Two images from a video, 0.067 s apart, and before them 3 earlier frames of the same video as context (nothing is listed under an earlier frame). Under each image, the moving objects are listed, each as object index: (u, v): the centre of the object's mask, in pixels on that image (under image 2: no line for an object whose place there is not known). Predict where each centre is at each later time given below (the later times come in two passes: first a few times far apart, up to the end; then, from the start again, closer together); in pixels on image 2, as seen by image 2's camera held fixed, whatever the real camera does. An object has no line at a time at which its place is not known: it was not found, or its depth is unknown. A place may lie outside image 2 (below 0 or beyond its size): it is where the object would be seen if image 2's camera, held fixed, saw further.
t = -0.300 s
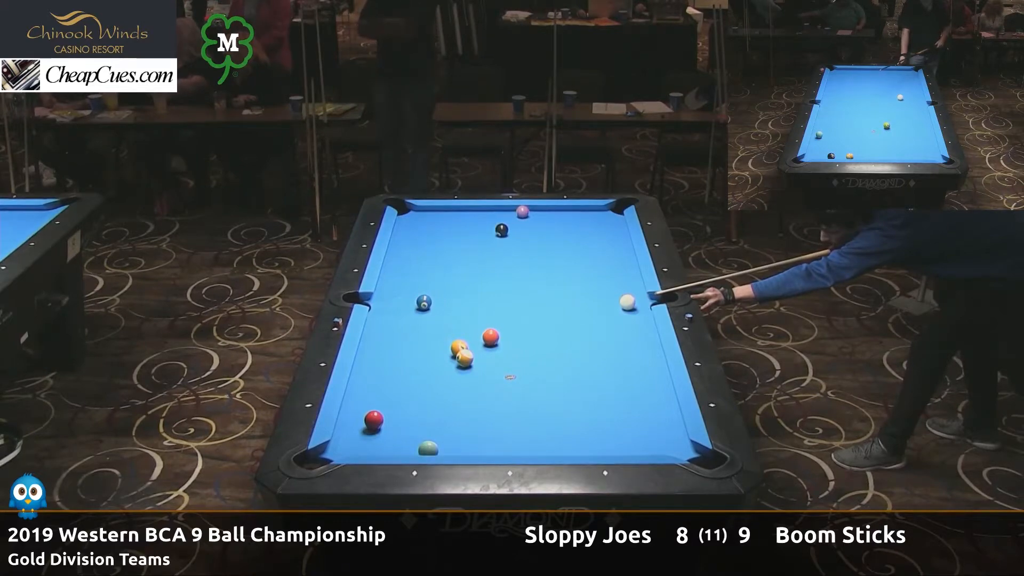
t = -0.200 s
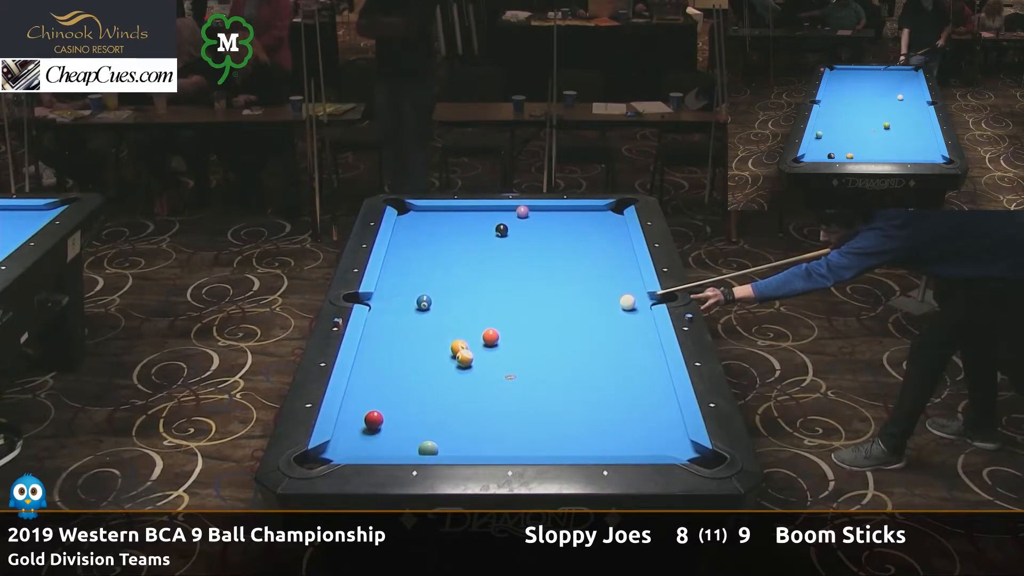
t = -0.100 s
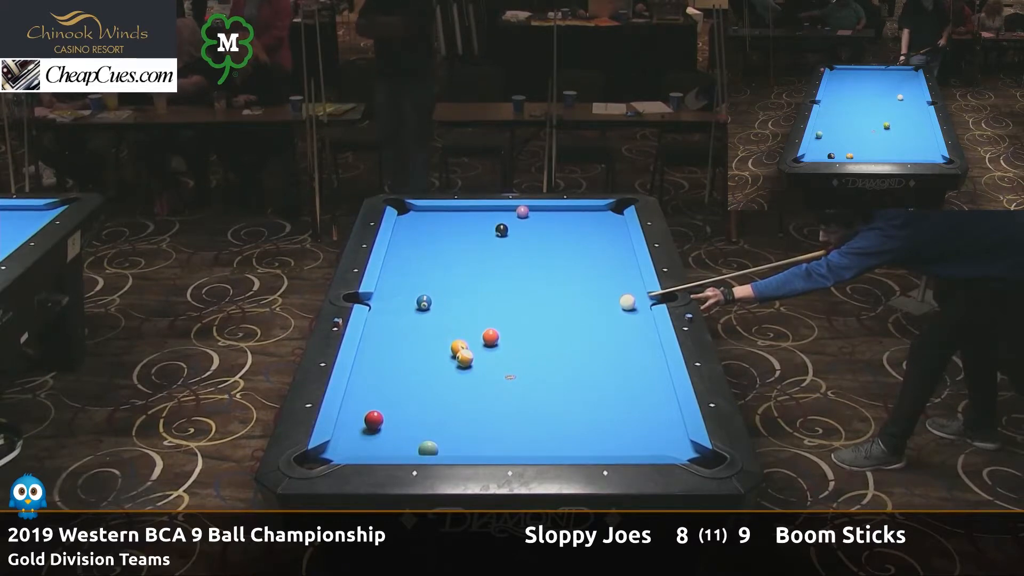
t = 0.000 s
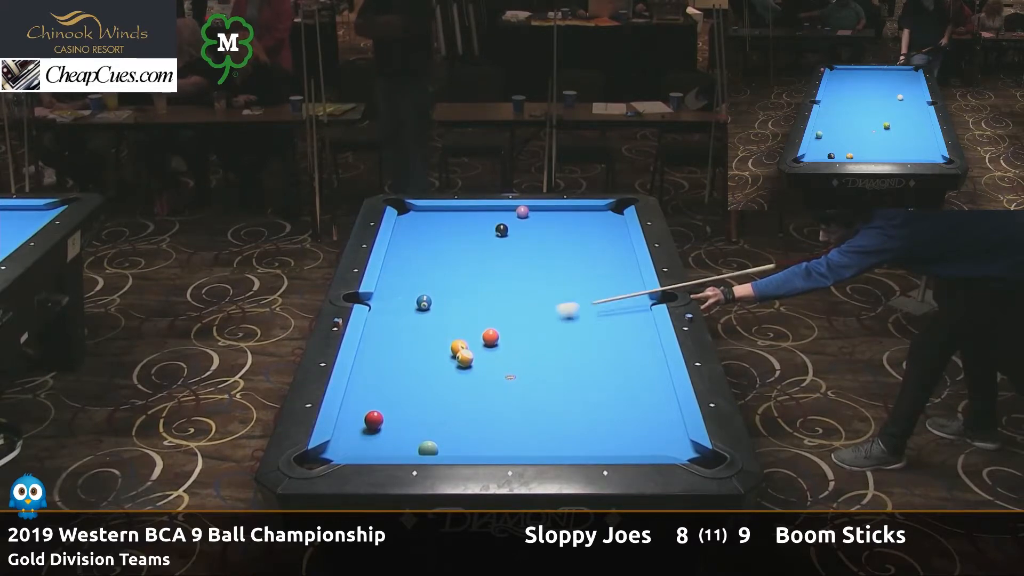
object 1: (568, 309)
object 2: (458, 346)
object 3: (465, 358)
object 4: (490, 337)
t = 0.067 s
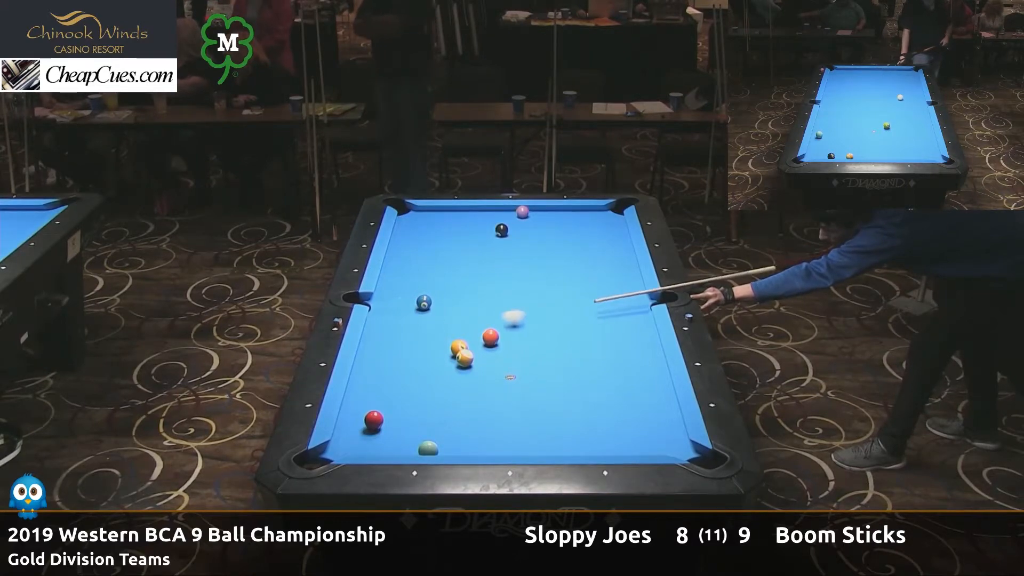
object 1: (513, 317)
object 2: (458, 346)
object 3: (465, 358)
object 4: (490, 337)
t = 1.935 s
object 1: (527, 384)
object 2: (570, 355)
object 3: (586, 406)
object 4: (609, 278)
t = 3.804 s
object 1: (627, 293)
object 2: (619, 358)
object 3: (396, 440)
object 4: (591, 248)
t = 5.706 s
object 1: (605, 262)
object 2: (619, 358)
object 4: (580, 243)
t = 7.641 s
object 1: (599, 257)
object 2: (619, 358)
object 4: (580, 243)
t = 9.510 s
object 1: (598, 257)
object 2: (619, 358)
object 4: (580, 243)
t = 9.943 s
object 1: (599, 257)
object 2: (619, 358)
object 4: (580, 243)
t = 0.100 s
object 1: (486, 320)
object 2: (458, 346)
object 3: (465, 358)
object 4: (490, 337)
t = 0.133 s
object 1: (459, 325)
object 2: (458, 346)
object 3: (465, 358)
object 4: (490, 337)
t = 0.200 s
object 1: (402, 334)
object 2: (458, 346)
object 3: (464, 358)
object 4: (490, 337)
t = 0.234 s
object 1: (374, 337)
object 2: (458, 346)
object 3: (465, 358)
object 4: (490, 337)
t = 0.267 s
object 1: (380, 341)
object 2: (458, 346)
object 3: (465, 358)
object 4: (490, 337)
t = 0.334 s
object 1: (418, 347)
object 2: (458, 346)
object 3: (465, 358)
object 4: (490, 337)
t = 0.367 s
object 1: (436, 351)
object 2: (458, 346)
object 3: (465, 358)
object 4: (490, 337)
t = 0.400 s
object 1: (447, 356)
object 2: (464, 344)
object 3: (465, 358)
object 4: (490, 337)
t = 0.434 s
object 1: (445, 360)
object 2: (472, 343)
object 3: (475, 359)
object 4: (490, 337)
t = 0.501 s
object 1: (443, 369)
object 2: (482, 344)
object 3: (492, 362)
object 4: (496, 334)
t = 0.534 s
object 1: (443, 373)
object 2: (484, 344)
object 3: (500, 363)
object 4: (500, 332)
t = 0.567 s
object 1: (444, 377)
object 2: (487, 344)
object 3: (507, 365)
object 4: (503, 330)
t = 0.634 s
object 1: (445, 386)
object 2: (492, 345)
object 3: (522, 368)
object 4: (509, 327)
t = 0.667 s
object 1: (445, 390)
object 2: (494, 346)
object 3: (529, 368)
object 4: (513, 325)
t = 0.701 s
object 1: (446, 394)
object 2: (497, 346)
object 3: (537, 370)
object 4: (516, 324)
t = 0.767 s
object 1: (447, 404)
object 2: (501, 347)
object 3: (551, 373)
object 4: (522, 321)
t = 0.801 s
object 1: (448, 408)
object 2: (504, 347)
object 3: (558, 373)
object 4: (525, 319)
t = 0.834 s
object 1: (448, 413)
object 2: (506, 347)
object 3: (566, 374)
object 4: (528, 318)
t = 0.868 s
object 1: (449, 418)
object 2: (508, 348)
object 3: (574, 376)
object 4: (530, 316)
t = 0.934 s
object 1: (450, 427)
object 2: (513, 348)
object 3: (588, 378)
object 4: (536, 313)
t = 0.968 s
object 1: (451, 432)
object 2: (515, 349)
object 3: (596, 379)
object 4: (539, 312)
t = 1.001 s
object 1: (451, 437)
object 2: (517, 349)
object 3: (603, 380)
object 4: (542, 310)
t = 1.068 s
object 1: (453, 446)
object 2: (522, 350)
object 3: (618, 383)
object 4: (548, 308)
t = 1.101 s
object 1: (453, 449)
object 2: (524, 350)
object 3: (625, 384)
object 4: (550, 306)
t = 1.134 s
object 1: (457, 448)
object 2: (526, 350)
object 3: (633, 385)
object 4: (553, 305)
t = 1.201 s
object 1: (463, 443)
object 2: (530, 350)
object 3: (647, 387)
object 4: (558, 302)
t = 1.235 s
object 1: (467, 440)
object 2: (532, 351)
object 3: (655, 388)
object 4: (561, 301)
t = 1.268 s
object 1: (470, 437)
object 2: (535, 351)
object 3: (662, 390)
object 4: (563, 300)
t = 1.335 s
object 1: (476, 431)
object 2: (538, 351)
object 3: (659, 392)
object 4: (568, 297)
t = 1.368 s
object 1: (479, 428)
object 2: (540, 352)
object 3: (655, 393)
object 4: (571, 296)
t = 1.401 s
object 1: (483, 426)
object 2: (542, 352)
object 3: (651, 393)
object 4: (573, 295)
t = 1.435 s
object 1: (486, 423)
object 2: (544, 352)
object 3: (646, 394)
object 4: (576, 294)
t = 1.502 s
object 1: (492, 417)
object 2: (548, 353)
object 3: (638, 395)
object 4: (580, 291)
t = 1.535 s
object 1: (495, 414)
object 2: (550, 353)
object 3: (634, 397)
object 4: (583, 290)
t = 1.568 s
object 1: (497, 412)
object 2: (552, 353)
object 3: (630, 397)
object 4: (585, 289)
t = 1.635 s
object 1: (503, 406)
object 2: (555, 353)
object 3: (622, 399)
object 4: (589, 287)
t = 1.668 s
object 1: (506, 403)
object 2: (557, 353)
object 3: (618, 400)
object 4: (592, 286)
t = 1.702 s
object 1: (509, 401)
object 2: (559, 354)
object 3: (614, 400)
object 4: (594, 285)
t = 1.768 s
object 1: (514, 396)
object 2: (562, 354)
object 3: (606, 402)
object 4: (598, 282)
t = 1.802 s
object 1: (516, 393)
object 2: (564, 354)
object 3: (602, 403)
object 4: (600, 281)
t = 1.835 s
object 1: (519, 391)
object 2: (566, 354)
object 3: (598, 404)
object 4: (602, 280)
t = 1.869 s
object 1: (522, 389)
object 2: (567, 355)
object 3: (594, 404)
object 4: (605, 280)
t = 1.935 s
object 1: (527, 384)
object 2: (570, 355)
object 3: (586, 406)
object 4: (609, 278)
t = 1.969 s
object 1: (529, 382)
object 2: (572, 355)
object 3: (582, 406)
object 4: (611, 276)
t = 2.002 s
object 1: (532, 380)
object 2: (574, 355)
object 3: (578, 407)
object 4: (613, 275)
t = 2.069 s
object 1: (537, 375)
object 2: (577, 355)
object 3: (570, 409)
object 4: (616, 273)
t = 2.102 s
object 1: (539, 373)
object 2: (578, 355)
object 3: (566, 410)
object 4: (619, 273)
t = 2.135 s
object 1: (541, 371)
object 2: (579, 355)
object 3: (562, 411)
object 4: (620, 272)
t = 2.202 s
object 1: (546, 367)
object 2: (582, 356)
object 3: (555, 412)
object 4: (624, 270)
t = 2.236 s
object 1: (548, 364)
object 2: (584, 356)
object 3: (551, 413)
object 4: (626, 269)
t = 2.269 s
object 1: (550, 362)
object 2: (585, 356)
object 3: (547, 414)
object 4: (628, 268)
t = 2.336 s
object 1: (554, 359)
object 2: (588, 356)
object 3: (540, 415)
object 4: (632, 266)
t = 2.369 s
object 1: (556, 357)
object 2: (589, 356)
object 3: (536, 416)
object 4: (631, 266)
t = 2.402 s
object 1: (559, 355)
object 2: (590, 357)
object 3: (532, 416)
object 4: (629, 265)
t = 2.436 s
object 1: (560, 353)
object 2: (591, 356)
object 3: (529, 417)
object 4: (628, 265)
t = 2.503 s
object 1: (564, 349)
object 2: (594, 357)
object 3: (521, 418)
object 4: (626, 264)
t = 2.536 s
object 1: (567, 347)
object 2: (595, 357)
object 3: (518, 419)
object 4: (625, 263)
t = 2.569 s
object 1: (568, 345)
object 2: (596, 357)
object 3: (514, 420)
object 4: (623, 263)
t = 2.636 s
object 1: (572, 342)
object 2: (598, 357)
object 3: (507, 421)
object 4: (621, 262)
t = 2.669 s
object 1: (574, 340)
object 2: (599, 357)
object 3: (503, 422)
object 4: (620, 261)
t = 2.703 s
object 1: (576, 339)
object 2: (600, 357)
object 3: (500, 422)
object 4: (619, 260)
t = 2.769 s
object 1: (579, 335)
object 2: (602, 357)
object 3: (493, 423)
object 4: (616, 260)
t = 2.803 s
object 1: (581, 334)
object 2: (603, 357)
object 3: (489, 424)
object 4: (616, 259)
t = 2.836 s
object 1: (583, 332)
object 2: (604, 358)
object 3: (486, 425)
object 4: (614, 259)
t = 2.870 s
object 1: (585, 330)
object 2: (605, 358)
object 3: (483, 425)
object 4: (613, 258)
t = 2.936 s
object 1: (588, 327)
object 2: (606, 358)
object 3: (476, 427)
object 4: (611, 257)
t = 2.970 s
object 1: (590, 326)
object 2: (607, 358)
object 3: (472, 427)
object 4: (610, 257)
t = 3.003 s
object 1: (592, 324)
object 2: (608, 358)
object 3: (469, 428)
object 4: (609, 256)
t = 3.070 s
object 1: (595, 322)
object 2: (609, 358)
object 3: (462, 429)
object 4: (608, 255)
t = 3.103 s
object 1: (597, 320)
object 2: (610, 358)
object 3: (459, 429)
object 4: (607, 255)
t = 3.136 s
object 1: (598, 318)
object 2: (611, 358)
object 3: (456, 430)
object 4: (606, 255)
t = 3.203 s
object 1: (602, 316)
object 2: (612, 358)
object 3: (450, 431)
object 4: (604, 254)
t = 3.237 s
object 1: (603, 314)
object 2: (612, 358)
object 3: (446, 432)
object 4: (603, 254)
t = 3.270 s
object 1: (605, 313)
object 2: (613, 358)
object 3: (443, 432)
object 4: (602, 253)
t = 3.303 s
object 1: (606, 311)
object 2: (614, 358)
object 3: (440, 433)
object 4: (602, 253)
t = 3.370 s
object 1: (609, 309)
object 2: (615, 358)
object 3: (434, 433)
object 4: (600, 252)
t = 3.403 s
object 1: (611, 308)
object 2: (615, 358)
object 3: (431, 433)
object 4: (599, 252)
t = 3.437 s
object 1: (612, 306)
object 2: (616, 358)
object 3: (428, 433)
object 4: (599, 251)
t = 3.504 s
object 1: (615, 304)
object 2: (617, 358)
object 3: (421, 434)
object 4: (597, 251)
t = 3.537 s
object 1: (616, 303)
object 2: (617, 358)
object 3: (418, 435)
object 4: (597, 251)
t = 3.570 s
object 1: (618, 301)
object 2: (617, 358)
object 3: (416, 436)
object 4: (596, 250)
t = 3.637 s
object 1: (620, 299)
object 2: (618, 358)
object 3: (410, 437)
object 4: (595, 249)
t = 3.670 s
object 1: (622, 298)
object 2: (618, 358)
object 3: (407, 438)
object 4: (594, 249)
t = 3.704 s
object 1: (623, 297)
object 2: (618, 358)
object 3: (405, 438)
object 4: (593, 249)
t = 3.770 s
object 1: (625, 295)
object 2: (619, 358)
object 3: (399, 439)
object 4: (592, 248)
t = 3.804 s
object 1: (627, 293)
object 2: (619, 358)
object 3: (396, 440)
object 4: (591, 248)
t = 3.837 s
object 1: (628, 292)
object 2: (619, 358)
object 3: (393, 441)
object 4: (591, 248)
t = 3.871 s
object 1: (629, 291)
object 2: (619, 358)
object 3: (391, 441)
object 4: (590, 247)
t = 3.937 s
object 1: (632, 289)
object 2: (619, 358)
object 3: (385, 442)
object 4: (589, 247)
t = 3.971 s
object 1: (633, 288)
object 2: (619, 358)
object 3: (383, 442)
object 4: (589, 247)
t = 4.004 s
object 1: (634, 287)
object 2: (619, 358)
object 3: (380, 443)
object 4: (588, 247)
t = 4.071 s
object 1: (636, 285)
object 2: (619, 358)
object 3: (375, 443)
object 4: (587, 246)
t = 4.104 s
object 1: (636, 284)
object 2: (619, 358)
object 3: (372, 444)
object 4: (587, 246)
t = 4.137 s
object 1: (635, 284)
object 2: (619, 358)
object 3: (370, 444)
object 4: (587, 246)
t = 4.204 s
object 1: (633, 282)
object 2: (619, 358)
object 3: (365, 444)
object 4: (586, 246)
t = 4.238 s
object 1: (632, 281)
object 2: (619, 358)
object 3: (363, 444)
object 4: (585, 245)
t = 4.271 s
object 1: (631, 281)
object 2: (619, 358)
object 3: (361, 445)
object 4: (585, 245)
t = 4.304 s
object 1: (630, 280)
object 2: (619, 358)
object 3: (358, 445)
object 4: (585, 245)
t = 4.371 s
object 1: (629, 279)
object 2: (619, 358)
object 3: (354, 446)
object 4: (584, 245)
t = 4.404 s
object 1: (628, 278)
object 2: (619, 358)
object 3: (351, 446)
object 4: (583, 244)
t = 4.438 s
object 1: (627, 278)
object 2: (619, 358)
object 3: (349, 446)
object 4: (583, 244)
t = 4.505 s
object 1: (626, 277)
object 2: (619, 358)
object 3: (344, 447)
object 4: (583, 244)
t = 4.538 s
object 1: (625, 276)
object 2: (619, 358)
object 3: (342, 448)
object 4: (582, 244)
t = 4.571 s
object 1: (624, 275)
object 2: (619, 358)
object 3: (340, 448)
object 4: (582, 244)
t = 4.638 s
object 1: (622, 274)
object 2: (619, 358)
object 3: (336, 449)
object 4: (582, 244)
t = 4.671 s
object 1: (622, 274)
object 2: (619, 358)
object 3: (334, 449)
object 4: (582, 244)
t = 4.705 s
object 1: (621, 273)
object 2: (619, 358)
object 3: (332, 449)
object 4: (581, 244)
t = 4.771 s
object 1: (620, 272)
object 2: (619, 358)
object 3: (328, 450)
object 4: (581, 244)
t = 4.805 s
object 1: (619, 271)
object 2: (619, 358)
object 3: (327, 450)
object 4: (581, 244)
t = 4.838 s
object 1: (618, 271)
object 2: (619, 358)
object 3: (325, 453)
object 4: (580, 244)
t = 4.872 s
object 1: (618, 271)
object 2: (619, 358)
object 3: (324, 455)
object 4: (580, 243)
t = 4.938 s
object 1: (616, 270)
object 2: (619, 358)
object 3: (319, 464)
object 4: (580, 243)
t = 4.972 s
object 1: (616, 269)
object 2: (619, 358)
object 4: (580, 243)
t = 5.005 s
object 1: (615, 269)
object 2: (619, 358)
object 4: (580, 243)
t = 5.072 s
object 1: (614, 268)
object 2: (619, 358)
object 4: (580, 243)
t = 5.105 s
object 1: (614, 267)
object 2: (619, 358)
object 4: (580, 243)
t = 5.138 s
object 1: (613, 267)
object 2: (619, 358)
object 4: (580, 243)
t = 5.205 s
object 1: (612, 266)
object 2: (619, 358)
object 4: (580, 243)
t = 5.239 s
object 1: (611, 266)
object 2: (619, 358)
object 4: (580, 243)
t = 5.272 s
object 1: (611, 265)
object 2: (619, 358)
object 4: (580, 243)
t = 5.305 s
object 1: (611, 265)
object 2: (619, 358)
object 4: (580, 243)
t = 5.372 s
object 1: (609, 264)
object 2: (619, 358)
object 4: (580, 243)
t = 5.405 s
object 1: (609, 264)
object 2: (619, 358)
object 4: (580, 243)
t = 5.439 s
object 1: (608, 264)
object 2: (619, 358)
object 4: (580, 243)
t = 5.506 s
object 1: (607, 263)
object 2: (619, 358)
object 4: (580, 243)
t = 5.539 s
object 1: (607, 263)
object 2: (619, 358)
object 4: (580, 243)
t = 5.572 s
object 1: (607, 263)
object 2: (619, 358)
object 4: (580, 243)
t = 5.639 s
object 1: (606, 262)
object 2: (619, 358)
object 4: (580, 243)
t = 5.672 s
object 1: (605, 262)
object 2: (619, 358)
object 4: (580, 243)
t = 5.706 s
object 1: (605, 262)
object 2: (619, 358)
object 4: (580, 243)
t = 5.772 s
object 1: (604, 261)
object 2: (619, 358)
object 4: (580, 243)
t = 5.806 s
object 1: (604, 261)
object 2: (619, 358)
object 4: (580, 243)
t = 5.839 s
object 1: (604, 261)
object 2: (619, 358)
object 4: (580, 243)
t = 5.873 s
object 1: (603, 260)
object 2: (619, 358)
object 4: (580, 243)
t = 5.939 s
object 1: (603, 260)
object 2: (619, 358)
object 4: (580, 243)
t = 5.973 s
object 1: (602, 260)
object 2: (619, 358)
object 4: (580, 243)
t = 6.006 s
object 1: (602, 260)
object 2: (619, 358)
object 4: (580, 243)
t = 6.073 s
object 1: (602, 259)
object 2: (619, 358)
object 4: (580, 243)
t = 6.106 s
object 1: (601, 259)
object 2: (619, 358)
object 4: (580, 243)
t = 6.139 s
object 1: (601, 259)
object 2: (619, 358)
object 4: (580, 243)
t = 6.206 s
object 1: (601, 259)
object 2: (619, 358)
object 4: (580, 243)
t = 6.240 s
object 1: (600, 258)
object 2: (619, 358)
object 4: (580, 243)
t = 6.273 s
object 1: (600, 258)
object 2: (619, 358)
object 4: (580, 243)
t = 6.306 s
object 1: (600, 258)
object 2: (619, 358)
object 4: (580, 243)
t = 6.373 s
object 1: (600, 258)
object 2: (619, 358)
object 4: (580, 243)
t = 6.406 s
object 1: (599, 258)
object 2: (619, 358)
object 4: (580, 243)
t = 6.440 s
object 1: (599, 258)
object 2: (619, 358)
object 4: (580, 243)
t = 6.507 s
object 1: (599, 257)
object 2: (619, 358)
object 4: (580, 243)
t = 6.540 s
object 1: (599, 257)
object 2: (619, 358)
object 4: (580, 243)
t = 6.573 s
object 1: (599, 257)
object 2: (619, 358)
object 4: (580, 243)
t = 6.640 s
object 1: (599, 257)
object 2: (619, 358)
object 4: (580, 243)
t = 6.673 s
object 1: (599, 257)
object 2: (619, 358)
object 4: (580, 243)
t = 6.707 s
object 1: (599, 257)
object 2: (619, 358)
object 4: (580, 243)
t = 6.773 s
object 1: (599, 257)
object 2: (619, 358)
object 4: (580, 243)
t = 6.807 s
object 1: (598, 257)
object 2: (619, 358)
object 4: (580, 243)
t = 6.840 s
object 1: (599, 257)
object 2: (619, 358)
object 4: (580, 243)
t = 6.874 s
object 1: (598, 257)
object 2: (619, 358)
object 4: (580, 243)
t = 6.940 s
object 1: (599, 257)
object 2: (619, 358)
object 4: (580, 243)
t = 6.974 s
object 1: (599, 257)
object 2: (619, 358)
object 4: (580, 243)
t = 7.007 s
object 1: (599, 257)
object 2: (619, 358)
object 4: (580, 243)
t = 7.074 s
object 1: (599, 257)
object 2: (619, 358)
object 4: (580, 243)
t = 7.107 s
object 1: (599, 257)
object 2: (619, 358)
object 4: (580, 243)
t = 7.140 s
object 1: (599, 257)
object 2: (619, 358)
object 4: (580, 243)
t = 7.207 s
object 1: (599, 257)
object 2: (619, 358)
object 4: (580, 243)
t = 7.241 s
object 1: (599, 257)
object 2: (619, 358)
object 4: (580, 243)
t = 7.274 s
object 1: (599, 257)
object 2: (619, 358)
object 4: (580, 243)
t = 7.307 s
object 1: (599, 257)
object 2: (619, 358)
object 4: (580, 243)
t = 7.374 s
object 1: (599, 257)
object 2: (619, 358)
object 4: (580, 243)
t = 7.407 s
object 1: (599, 257)
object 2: (619, 358)
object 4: (580, 243)
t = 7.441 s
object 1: (599, 257)
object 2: (619, 358)
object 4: (580, 243)
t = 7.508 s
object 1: (599, 257)
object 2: (619, 358)
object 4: (580, 243)
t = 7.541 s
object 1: (599, 257)
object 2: (619, 358)
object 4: (580, 243)
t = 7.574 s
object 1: (599, 257)
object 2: (619, 358)
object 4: (580, 243)
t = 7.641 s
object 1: (599, 257)
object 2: (619, 358)
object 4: (580, 243)
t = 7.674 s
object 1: (598, 257)
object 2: (619, 358)
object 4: (580, 243)
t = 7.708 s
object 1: (599, 257)
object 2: (619, 358)
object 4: (580, 243)
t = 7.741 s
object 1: (599, 257)
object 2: (619, 358)
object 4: (580, 243)
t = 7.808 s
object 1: (599, 257)
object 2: (619, 358)
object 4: (580, 243)
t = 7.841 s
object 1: (599, 257)
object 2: (619, 358)
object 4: (580, 243)
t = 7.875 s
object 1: (599, 257)
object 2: (619, 358)
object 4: (580, 243)
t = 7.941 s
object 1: (598, 257)
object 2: (619, 358)
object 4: (580, 243)
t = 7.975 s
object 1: (598, 257)
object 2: (619, 358)
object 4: (580, 243)
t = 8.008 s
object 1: (598, 257)
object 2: (619, 358)
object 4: (580, 243)
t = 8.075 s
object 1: (599, 257)
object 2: (619, 358)
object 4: (580, 243)
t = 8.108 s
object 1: (599, 257)
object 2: (619, 358)
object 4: (580, 243)
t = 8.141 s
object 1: (599, 257)
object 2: (619, 358)
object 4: (580, 243)
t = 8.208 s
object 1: (599, 257)
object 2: (619, 358)
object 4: (580, 243)
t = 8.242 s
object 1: (598, 257)
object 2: (619, 358)
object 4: (580, 243)
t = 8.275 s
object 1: (598, 257)
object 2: (619, 358)
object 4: (580, 243)
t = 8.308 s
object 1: (599, 257)
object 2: (619, 358)
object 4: (580, 243)
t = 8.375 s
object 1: (598, 257)
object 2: (619, 358)
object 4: (580, 243)
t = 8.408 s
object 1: (599, 257)
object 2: (619, 358)
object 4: (580, 243)
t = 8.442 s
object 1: (598, 257)
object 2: (619, 358)
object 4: (580, 243)
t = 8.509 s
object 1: (599, 257)
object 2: (619, 358)
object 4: (580, 243)
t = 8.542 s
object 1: (598, 257)
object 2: (619, 358)
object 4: (580, 243)
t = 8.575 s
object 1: (599, 257)
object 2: (619, 358)
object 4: (580, 243)
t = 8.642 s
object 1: (599, 257)
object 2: (619, 358)
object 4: (580, 243)
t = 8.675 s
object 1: (599, 257)
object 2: (619, 358)
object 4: (580, 243)
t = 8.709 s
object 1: (599, 257)
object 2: (619, 358)
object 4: (580, 243)
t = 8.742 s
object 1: (599, 257)
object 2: (619, 358)
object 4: (580, 243)
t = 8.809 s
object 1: (599, 257)
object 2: (619, 358)
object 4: (580, 243)
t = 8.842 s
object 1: (599, 257)
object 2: (619, 358)
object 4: (580, 243)
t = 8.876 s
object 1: (599, 257)
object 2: (619, 358)
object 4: (580, 243)
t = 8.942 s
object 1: (599, 257)
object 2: (619, 358)
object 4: (580, 243)
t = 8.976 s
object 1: (599, 257)
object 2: (619, 358)
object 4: (580, 243)
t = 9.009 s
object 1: (599, 257)
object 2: (619, 358)
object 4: (580, 243)
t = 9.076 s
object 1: (599, 257)
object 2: (619, 358)
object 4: (580, 243)
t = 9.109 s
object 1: (599, 257)
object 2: (619, 358)
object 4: (580, 243)
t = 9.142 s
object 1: (599, 257)
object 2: (619, 358)
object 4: (580, 243)
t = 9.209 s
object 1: (599, 257)
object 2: (619, 358)
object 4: (580, 243)
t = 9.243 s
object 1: (599, 257)
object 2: (619, 358)
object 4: (580, 243)
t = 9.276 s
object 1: (599, 257)
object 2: (619, 358)
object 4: (580, 243)
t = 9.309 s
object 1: (599, 257)
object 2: (619, 358)
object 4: (580, 243)
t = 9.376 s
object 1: (599, 257)
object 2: (619, 358)
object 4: (580, 243)
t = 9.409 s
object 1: (599, 257)
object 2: (619, 358)
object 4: (580, 243)
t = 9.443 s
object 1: (599, 257)
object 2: (619, 358)
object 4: (580, 243)
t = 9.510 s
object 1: (598, 257)
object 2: (619, 358)
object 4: (580, 243)
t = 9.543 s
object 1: (598, 257)
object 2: (619, 358)
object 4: (580, 243)
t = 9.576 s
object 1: (598, 257)
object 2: (619, 358)
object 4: (580, 243)
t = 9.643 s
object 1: (598, 257)
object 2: (619, 358)
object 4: (580, 243)
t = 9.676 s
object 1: (598, 257)
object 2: (619, 358)
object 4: (580, 243)
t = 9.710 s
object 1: (598, 257)
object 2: (619, 358)
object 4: (580, 243)
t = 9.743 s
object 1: (598, 257)
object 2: (619, 358)
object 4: (580, 243)
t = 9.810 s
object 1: (599, 257)
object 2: (619, 358)
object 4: (580, 243)
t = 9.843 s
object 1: (599, 257)
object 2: (619, 358)
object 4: (580, 243)
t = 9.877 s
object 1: (599, 257)
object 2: (619, 358)
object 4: (580, 243)
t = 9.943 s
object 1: (599, 257)
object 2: (619, 358)
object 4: (580, 243)
